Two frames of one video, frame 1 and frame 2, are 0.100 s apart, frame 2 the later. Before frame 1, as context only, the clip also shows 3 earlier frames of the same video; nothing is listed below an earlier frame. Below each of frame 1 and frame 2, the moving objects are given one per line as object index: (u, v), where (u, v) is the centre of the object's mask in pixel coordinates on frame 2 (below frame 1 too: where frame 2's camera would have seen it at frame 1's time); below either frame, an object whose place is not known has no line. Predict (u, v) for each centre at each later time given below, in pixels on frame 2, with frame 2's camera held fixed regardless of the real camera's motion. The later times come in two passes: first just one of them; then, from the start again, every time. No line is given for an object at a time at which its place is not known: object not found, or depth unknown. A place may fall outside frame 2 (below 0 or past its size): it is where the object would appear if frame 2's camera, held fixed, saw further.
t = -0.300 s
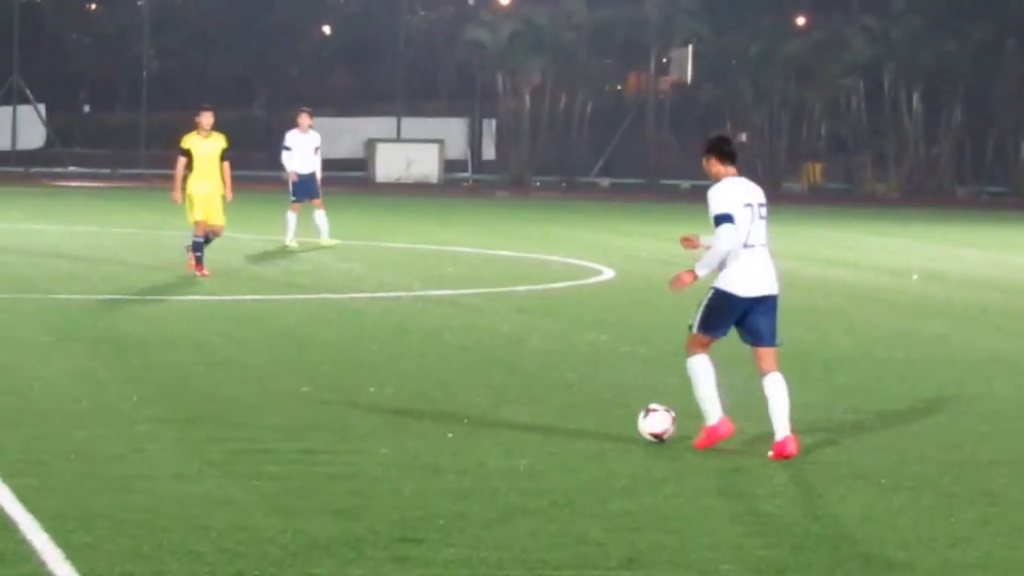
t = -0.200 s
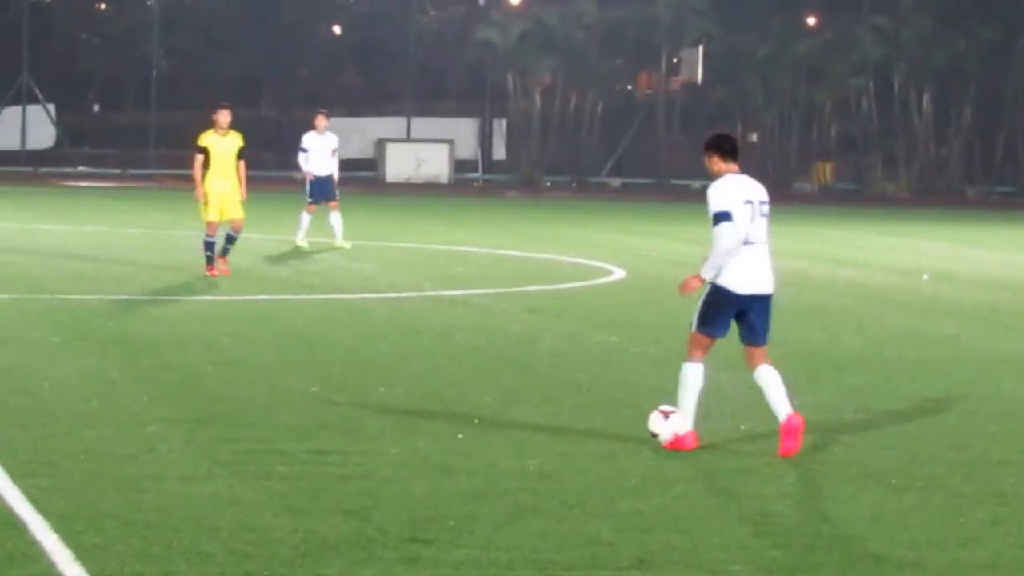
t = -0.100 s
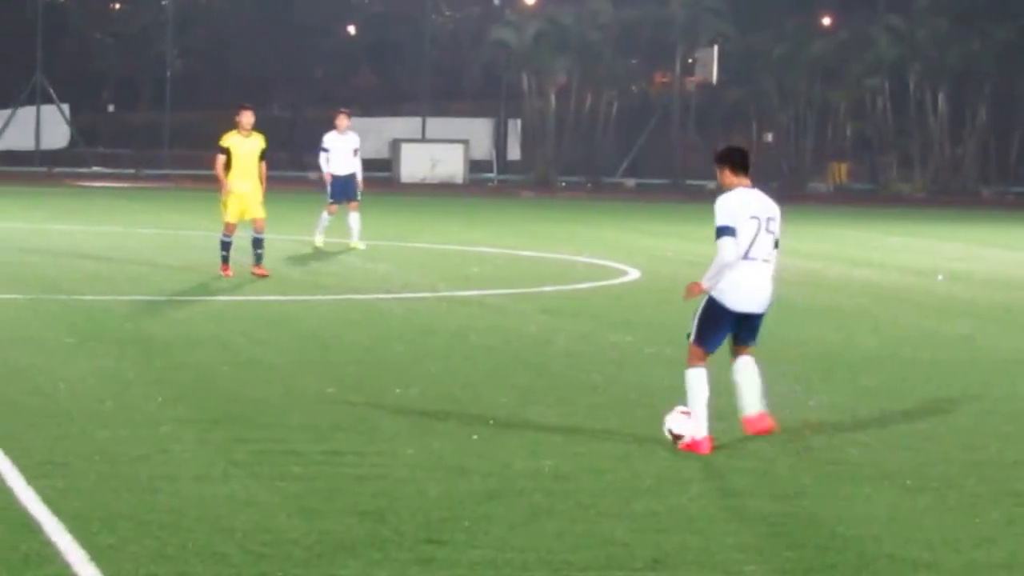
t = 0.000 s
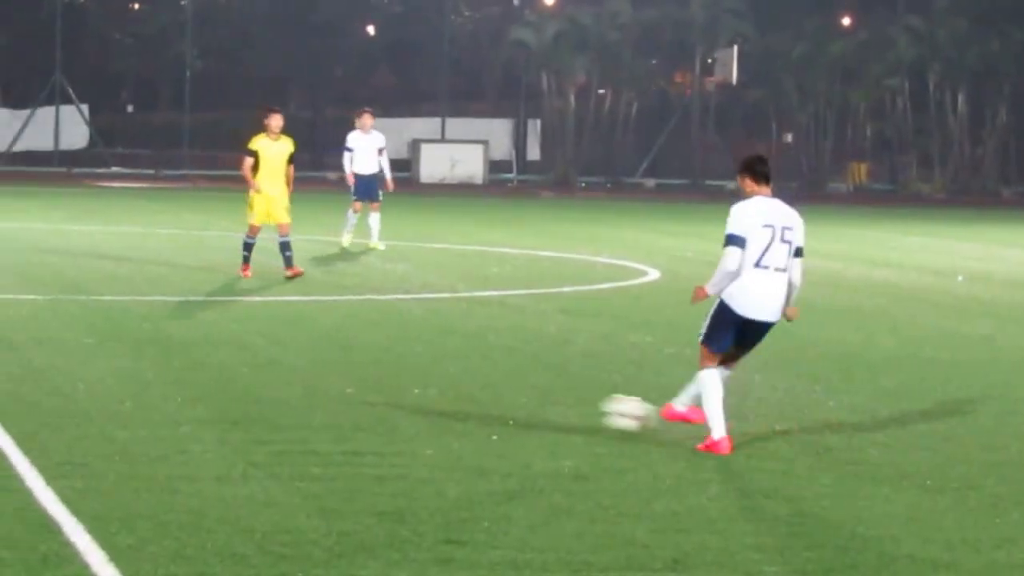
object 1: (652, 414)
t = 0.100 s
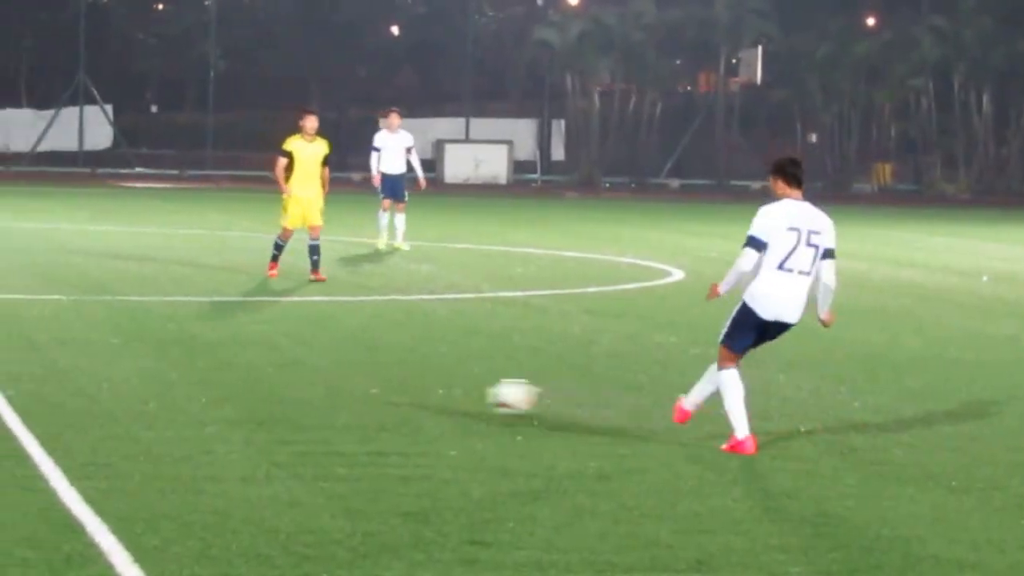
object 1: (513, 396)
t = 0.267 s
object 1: (318, 376)
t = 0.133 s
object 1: (469, 395)
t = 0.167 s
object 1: (428, 392)
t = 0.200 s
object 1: (391, 385)
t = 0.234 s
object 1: (355, 380)
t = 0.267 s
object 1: (318, 376)
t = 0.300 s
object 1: (282, 375)
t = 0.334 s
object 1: (247, 373)
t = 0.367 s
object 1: (214, 368)
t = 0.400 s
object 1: (183, 364)
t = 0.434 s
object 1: (154, 361)
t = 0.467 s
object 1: (125, 359)
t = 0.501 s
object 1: (96, 355)
